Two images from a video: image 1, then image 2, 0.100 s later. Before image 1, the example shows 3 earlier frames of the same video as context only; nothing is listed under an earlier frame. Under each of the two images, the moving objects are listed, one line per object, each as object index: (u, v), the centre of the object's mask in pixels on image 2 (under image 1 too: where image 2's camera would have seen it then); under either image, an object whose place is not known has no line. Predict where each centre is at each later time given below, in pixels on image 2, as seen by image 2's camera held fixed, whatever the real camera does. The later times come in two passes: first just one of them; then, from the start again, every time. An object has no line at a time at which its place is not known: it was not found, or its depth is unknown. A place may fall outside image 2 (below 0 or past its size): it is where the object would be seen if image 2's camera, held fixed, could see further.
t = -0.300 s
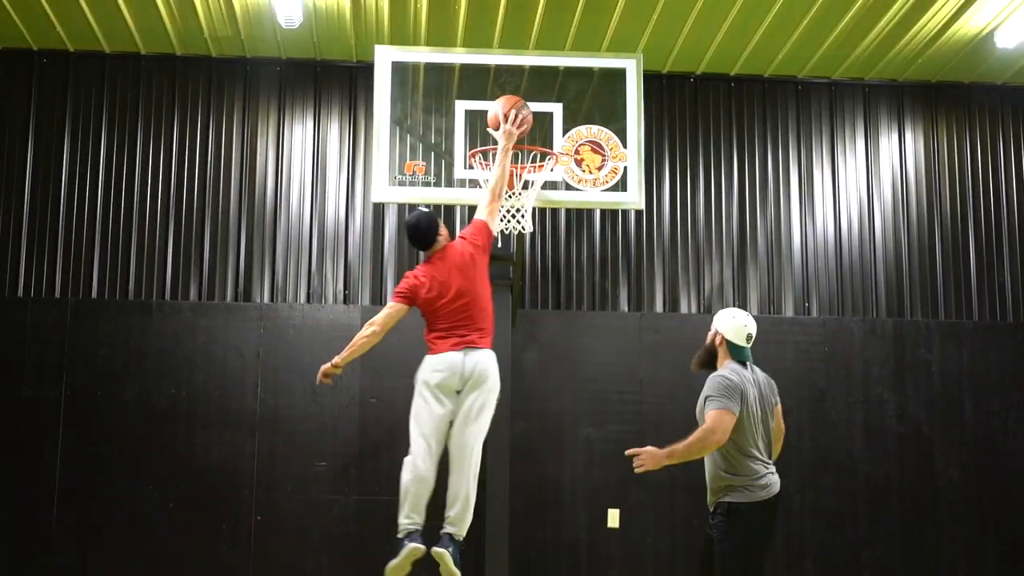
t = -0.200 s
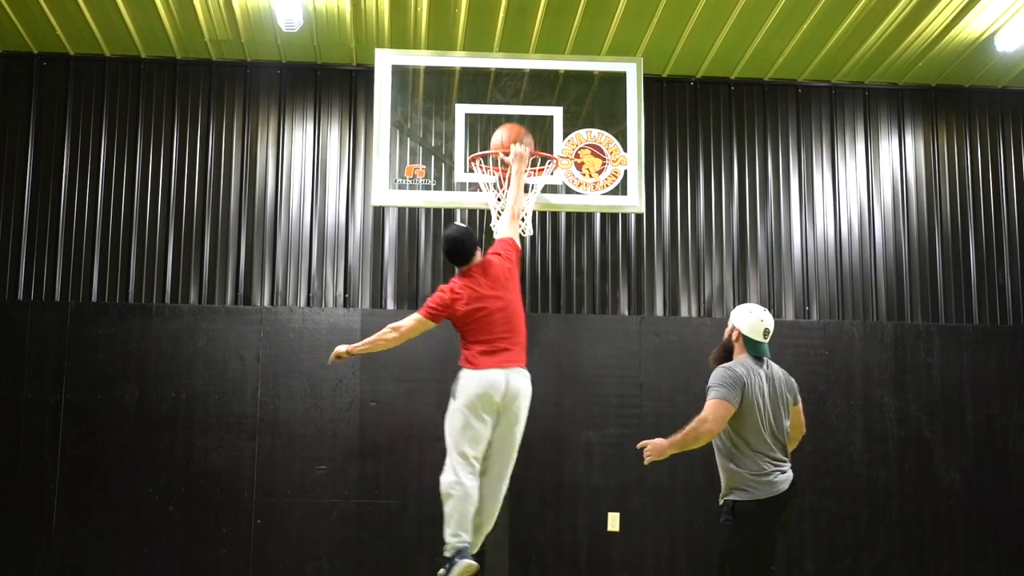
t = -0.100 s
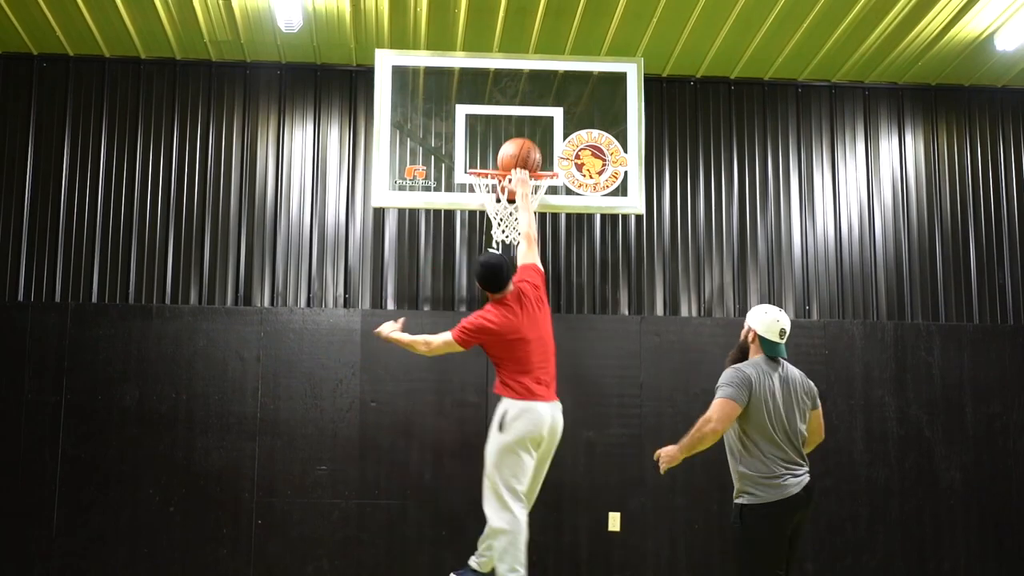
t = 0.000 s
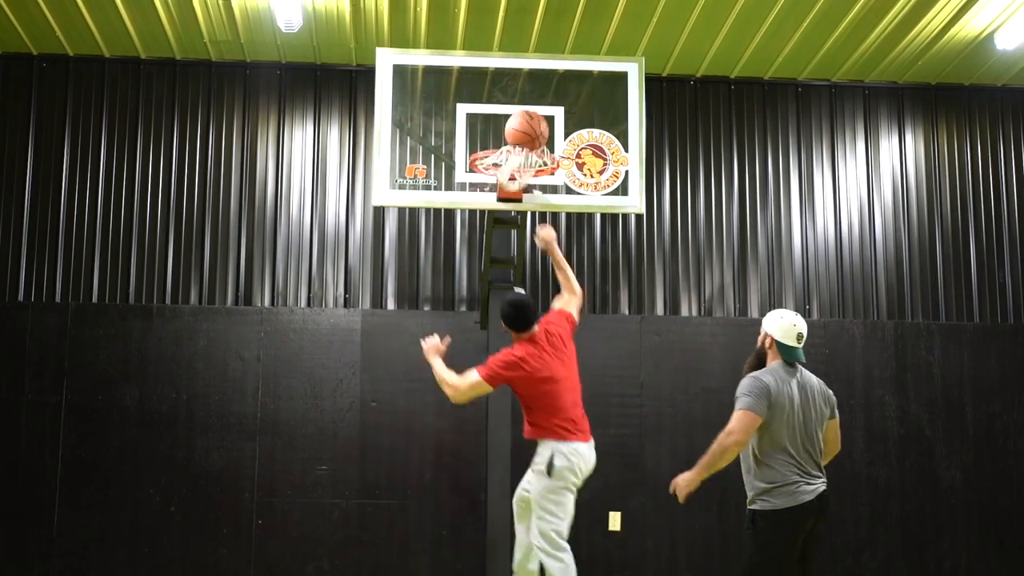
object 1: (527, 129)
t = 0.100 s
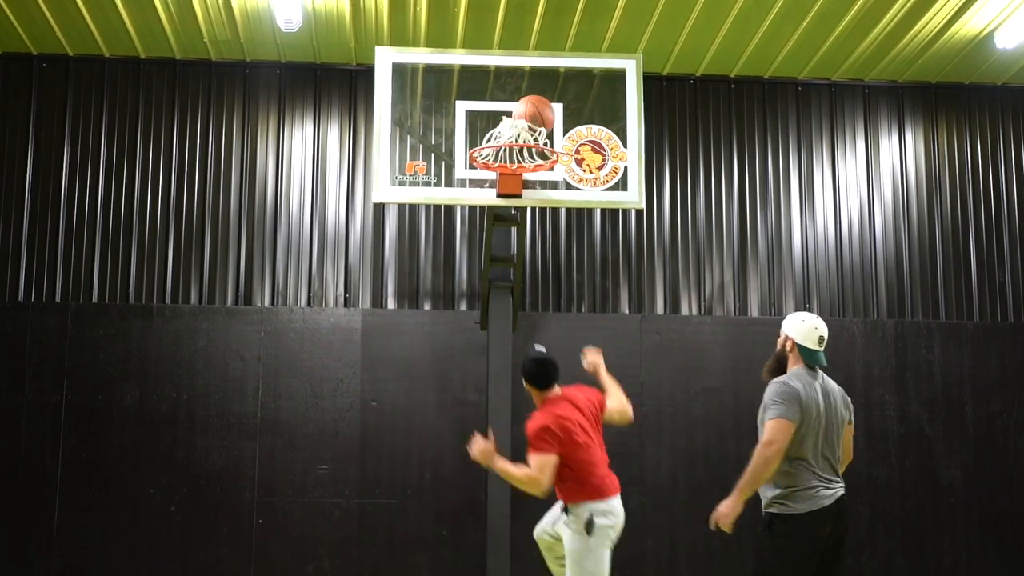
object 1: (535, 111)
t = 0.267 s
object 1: (545, 129)
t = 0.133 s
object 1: (538, 111)
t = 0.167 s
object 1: (540, 113)
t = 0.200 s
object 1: (541, 118)
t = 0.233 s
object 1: (543, 123)
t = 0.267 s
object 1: (545, 129)
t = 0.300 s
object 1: (548, 136)
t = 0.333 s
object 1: (551, 142)
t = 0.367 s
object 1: (554, 140)
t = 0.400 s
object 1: (559, 137)
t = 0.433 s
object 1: (563, 136)
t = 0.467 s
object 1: (566, 136)
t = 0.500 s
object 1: (571, 138)
